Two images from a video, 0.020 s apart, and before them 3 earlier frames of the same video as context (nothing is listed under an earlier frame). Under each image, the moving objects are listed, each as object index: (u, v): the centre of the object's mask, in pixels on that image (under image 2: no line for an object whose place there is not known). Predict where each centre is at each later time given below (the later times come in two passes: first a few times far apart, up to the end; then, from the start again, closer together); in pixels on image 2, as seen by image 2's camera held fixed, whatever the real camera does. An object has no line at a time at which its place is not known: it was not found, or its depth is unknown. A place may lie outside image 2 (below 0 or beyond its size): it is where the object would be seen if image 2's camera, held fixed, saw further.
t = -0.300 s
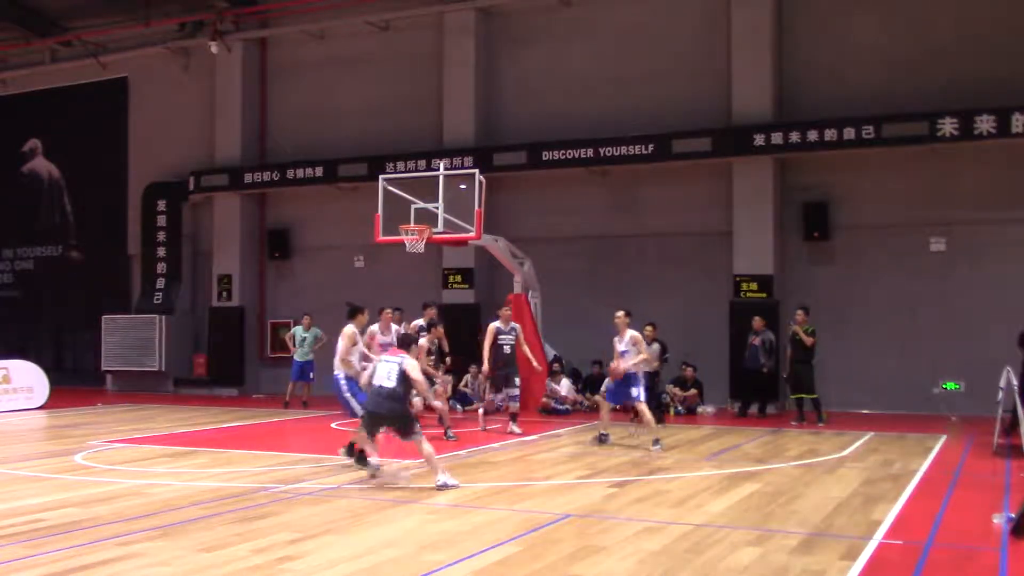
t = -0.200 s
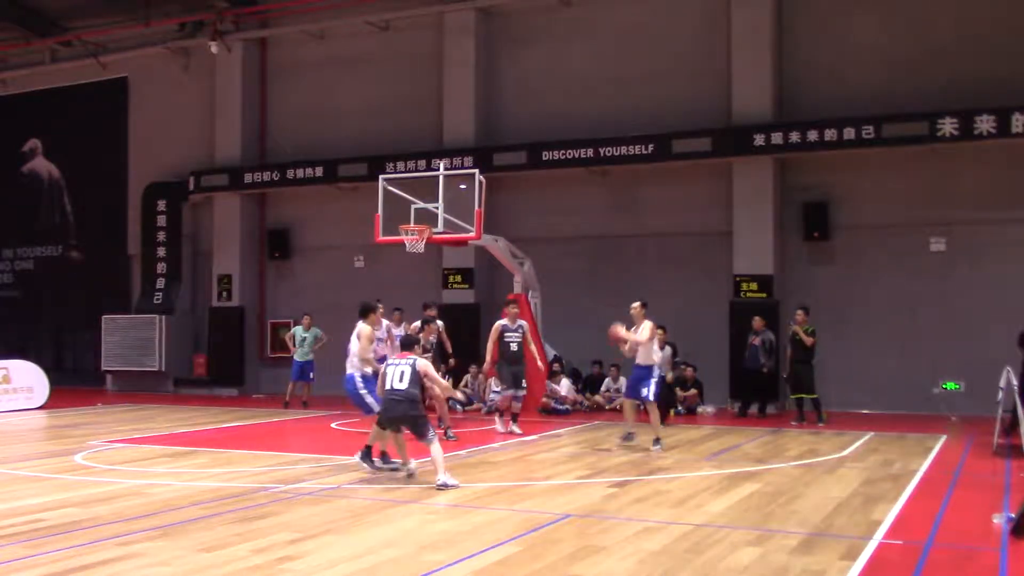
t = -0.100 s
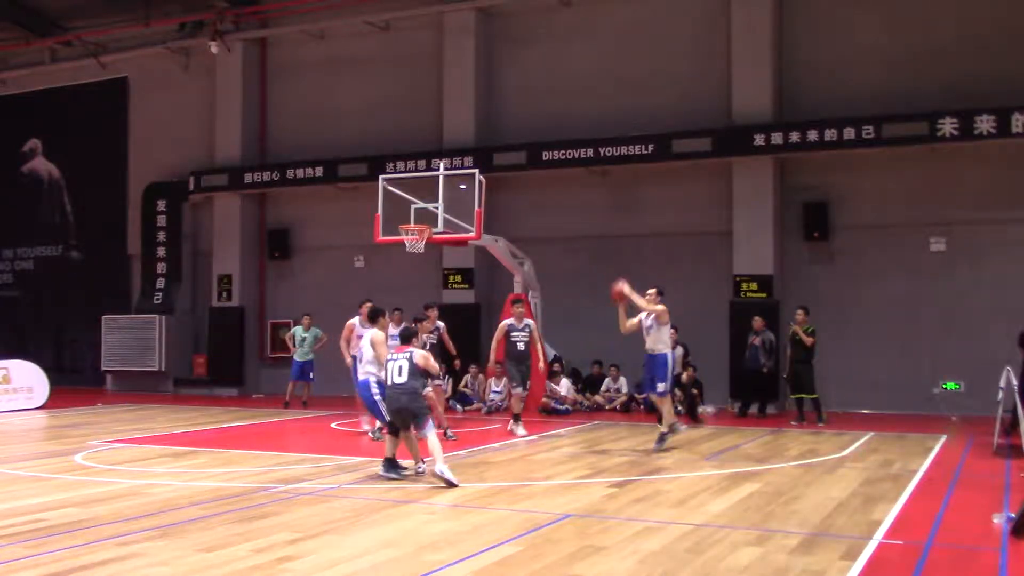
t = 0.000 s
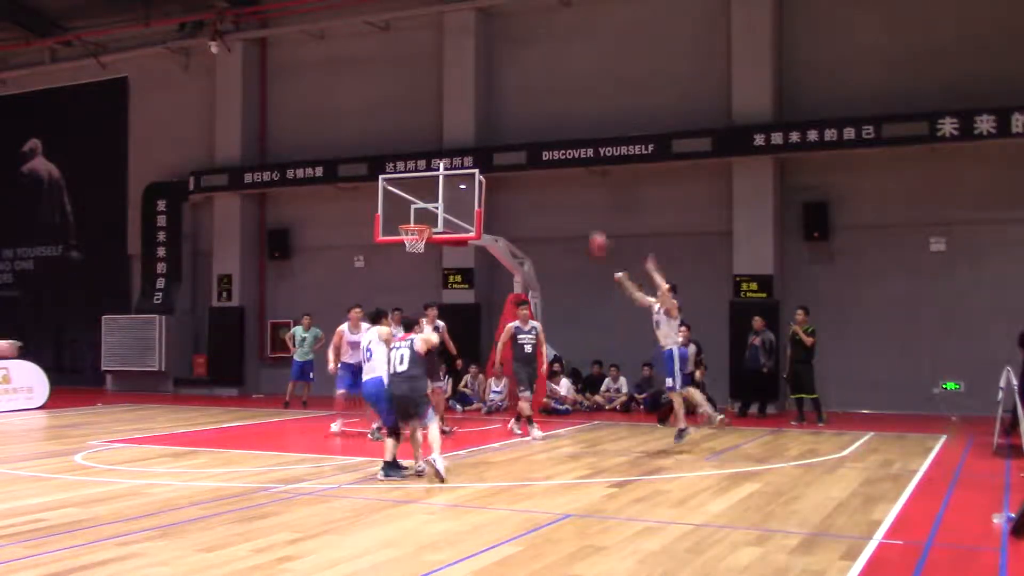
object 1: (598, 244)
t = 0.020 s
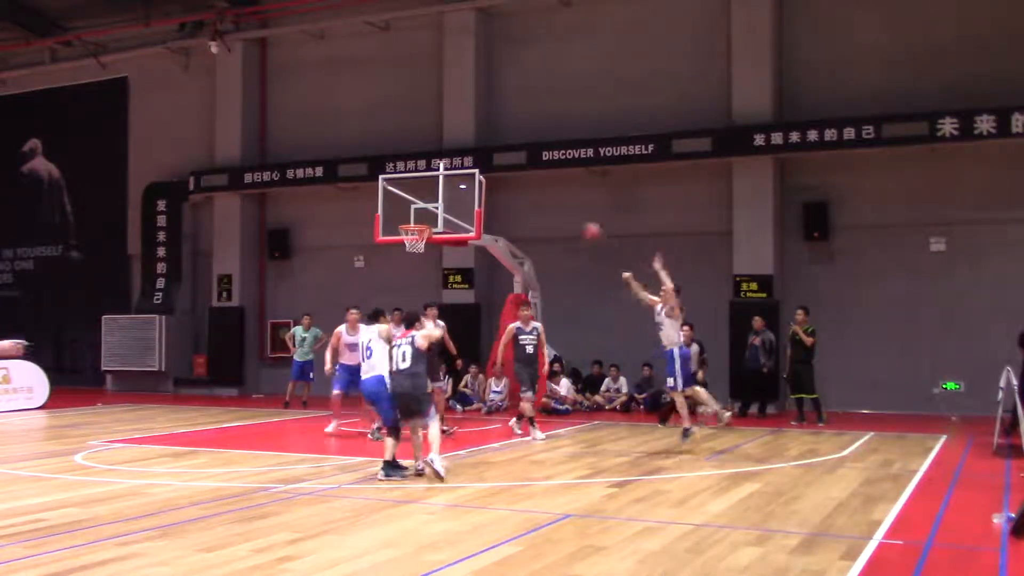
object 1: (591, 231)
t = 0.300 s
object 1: (492, 111)
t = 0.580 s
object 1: (359, 32)
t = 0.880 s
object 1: (145, 22)
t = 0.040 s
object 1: (586, 221)
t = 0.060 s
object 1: (580, 212)
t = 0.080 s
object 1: (572, 204)
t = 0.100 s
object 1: (566, 194)
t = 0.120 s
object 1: (560, 187)
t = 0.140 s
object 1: (553, 178)
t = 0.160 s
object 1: (547, 170)
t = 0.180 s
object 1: (537, 159)
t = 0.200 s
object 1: (532, 153)
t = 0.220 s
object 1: (525, 145)
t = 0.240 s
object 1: (517, 136)
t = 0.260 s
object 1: (509, 126)
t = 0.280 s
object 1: (500, 118)
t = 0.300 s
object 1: (492, 111)
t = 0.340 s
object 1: (477, 95)
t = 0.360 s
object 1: (469, 90)
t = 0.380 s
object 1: (458, 85)
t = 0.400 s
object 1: (450, 78)
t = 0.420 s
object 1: (440, 72)
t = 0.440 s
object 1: (431, 67)
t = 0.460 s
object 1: (421, 60)
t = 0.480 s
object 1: (412, 54)
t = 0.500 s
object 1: (402, 50)
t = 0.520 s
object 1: (391, 45)
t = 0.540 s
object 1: (381, 41)
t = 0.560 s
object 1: (371, 37)
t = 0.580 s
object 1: (359, 32)
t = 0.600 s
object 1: (348, 28)
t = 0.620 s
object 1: (336, 24)
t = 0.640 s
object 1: (323, 21)
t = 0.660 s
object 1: (310, 19)
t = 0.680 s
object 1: (297, 17)
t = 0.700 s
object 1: (283, 15)
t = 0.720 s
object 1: (271, 15)
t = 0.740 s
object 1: (255, 15)
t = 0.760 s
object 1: (241, 15)
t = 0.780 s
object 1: (226, 15)
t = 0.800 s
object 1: (211, 15)
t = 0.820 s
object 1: (196, 16)
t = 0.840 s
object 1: (179, 17)
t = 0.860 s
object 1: (162, 20)
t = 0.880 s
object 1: (145, 22)
